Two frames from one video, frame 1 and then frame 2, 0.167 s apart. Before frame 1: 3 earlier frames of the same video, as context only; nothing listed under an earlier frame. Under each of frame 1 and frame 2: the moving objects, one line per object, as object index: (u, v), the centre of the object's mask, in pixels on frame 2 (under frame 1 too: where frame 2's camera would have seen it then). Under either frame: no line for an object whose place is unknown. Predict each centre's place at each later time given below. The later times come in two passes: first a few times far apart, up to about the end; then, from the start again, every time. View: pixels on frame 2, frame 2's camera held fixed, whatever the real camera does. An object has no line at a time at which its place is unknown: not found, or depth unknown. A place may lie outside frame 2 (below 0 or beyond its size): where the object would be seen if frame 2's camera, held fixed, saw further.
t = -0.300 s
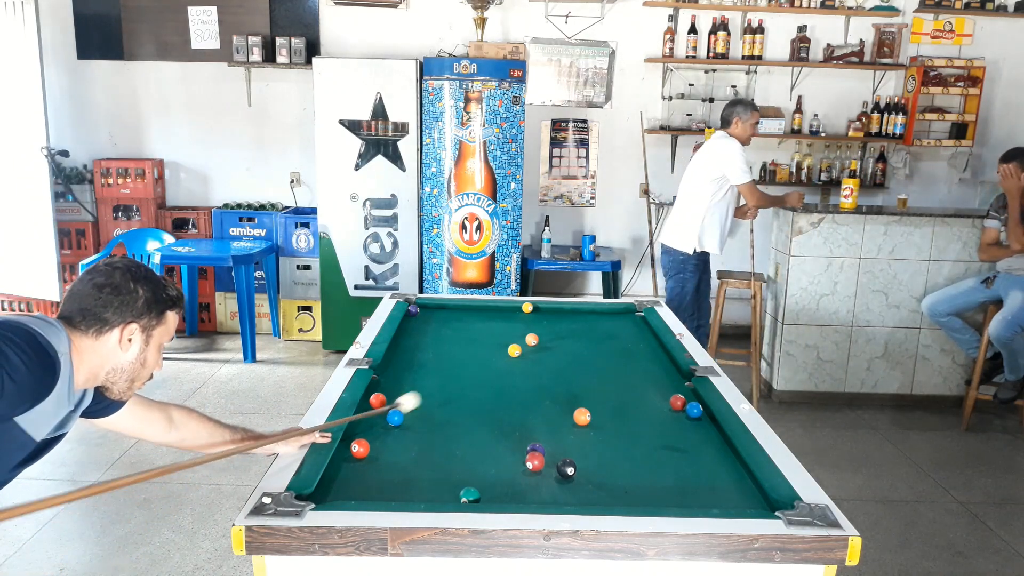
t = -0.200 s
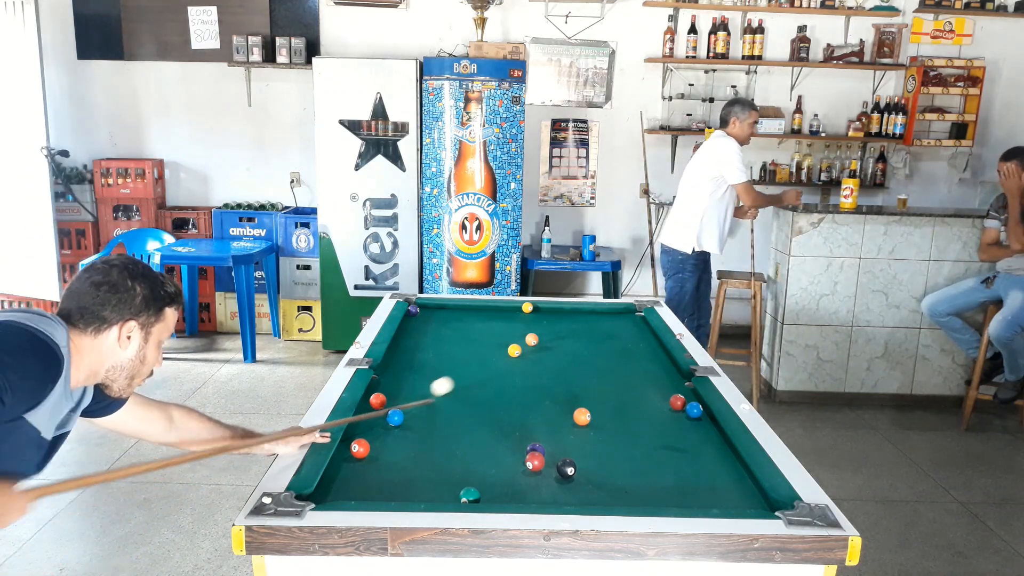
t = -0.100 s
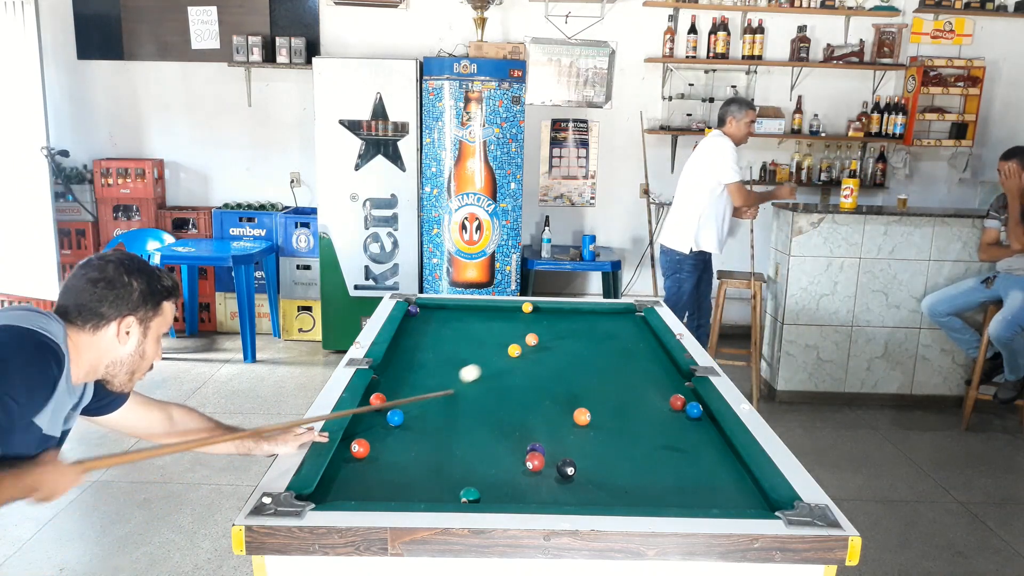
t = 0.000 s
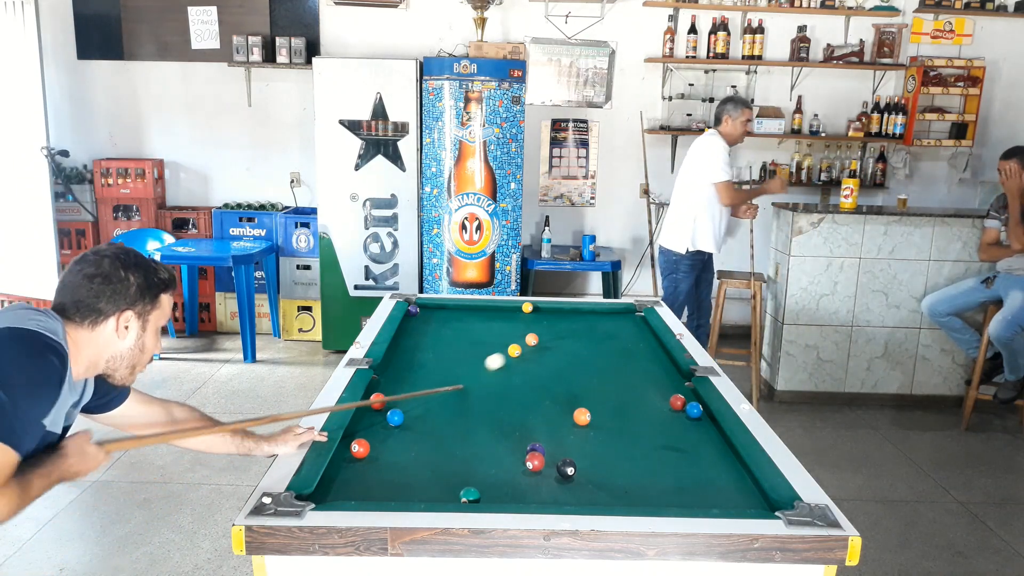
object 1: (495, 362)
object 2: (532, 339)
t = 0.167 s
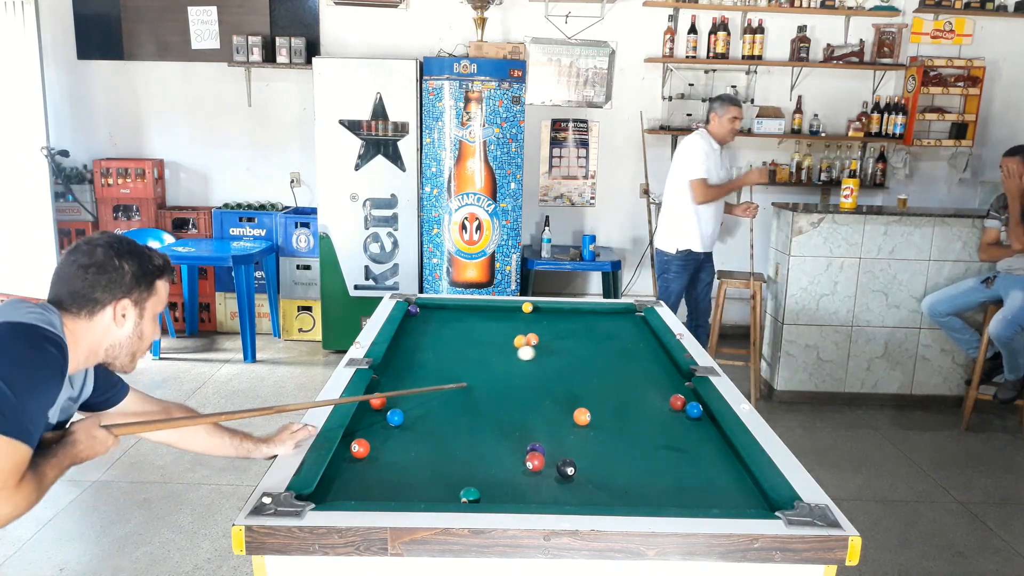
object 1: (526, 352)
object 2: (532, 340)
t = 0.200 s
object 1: (531, 352)
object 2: (535, 339)
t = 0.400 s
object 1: (562, 348)
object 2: (556, 335)
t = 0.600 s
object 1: (591, 344)
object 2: (575, 332)
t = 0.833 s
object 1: (621, 339)
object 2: (595, 328)
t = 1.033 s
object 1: (646, 336)
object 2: (610, 325)
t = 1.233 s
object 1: (639, 333)
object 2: (625, 323)
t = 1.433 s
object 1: (623, 331)
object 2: (638, 320)
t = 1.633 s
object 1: (609, 328)
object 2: (636, 319)
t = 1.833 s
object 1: (595, 326)
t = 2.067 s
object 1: (581, 324)
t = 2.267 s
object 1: (571, 323)
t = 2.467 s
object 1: (561, 321)
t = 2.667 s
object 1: (552, 320)
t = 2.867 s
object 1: (545, 319)
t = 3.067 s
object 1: (539, 318)
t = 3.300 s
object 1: (533, 317)
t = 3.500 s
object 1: (529, 317)
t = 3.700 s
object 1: (526, 316)
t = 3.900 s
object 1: (524, 316)
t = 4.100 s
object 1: (524, 316)
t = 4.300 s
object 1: (524, 316)
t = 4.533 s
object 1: (524, 316)
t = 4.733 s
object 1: (524, 316)
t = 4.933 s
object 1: (524, 316)
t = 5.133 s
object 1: (524, 316)
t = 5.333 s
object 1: (524, 316)
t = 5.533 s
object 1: (524, 316)
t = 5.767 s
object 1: (524, 316)
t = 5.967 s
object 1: (524, 316)
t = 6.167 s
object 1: (524, 316)
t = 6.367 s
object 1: (524, 316)
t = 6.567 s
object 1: (524, 316)
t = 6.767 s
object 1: (524, 316)
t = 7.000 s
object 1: (524, 316)
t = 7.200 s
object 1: (524, 316)
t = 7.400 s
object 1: (524, 316)
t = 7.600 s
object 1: (524, 316)
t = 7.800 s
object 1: (524, 316)
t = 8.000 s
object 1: (524, 316)
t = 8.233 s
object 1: (524, 316)
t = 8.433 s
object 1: (524, 316)
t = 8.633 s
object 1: (524, 316)
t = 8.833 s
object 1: (524, 316)
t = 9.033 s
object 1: (524, 316)
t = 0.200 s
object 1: (531, 352)
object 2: (535, 339)
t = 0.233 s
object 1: (537, 351)
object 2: (539, 338)
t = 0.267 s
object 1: (542, 351)
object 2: (543, 337)
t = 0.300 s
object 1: (547, 350)
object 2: (546, 337)
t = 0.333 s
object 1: (552, 349)
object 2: (549, 336)
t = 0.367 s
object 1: (557, 348)
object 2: (553, 335)
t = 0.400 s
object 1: (562, 348)
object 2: (556, 335)
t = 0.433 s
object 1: (567, 347)
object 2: (559, 334)
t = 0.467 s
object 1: (572, 346)
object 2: (562, 334)
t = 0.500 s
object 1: (577, 346)
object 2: (565, 333)
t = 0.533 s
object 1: (581, 345)
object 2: (569, 333)
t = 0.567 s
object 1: (586, 344)
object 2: (572, 332)
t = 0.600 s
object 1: (591, 344)
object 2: (575, 332)
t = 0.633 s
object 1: (595, 343)
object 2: (578, 331)
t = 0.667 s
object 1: (600, 342)
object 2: (581, 331)
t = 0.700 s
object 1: (604, 342)
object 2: (584, 330)
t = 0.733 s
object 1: (609, 341)
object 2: (587, 330)
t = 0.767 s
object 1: (613, 341)
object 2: (589, 329)
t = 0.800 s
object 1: (617, 340)
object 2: (592, 328)
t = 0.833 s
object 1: (621, 339)
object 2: (595, 328)
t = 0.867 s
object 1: (626, 339)
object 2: (598, 328)
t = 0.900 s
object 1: (630, 338)
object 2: (600, 327)
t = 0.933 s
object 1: (634, 338)
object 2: (603, 327)
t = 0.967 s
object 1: (638, 337)
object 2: (605, 326)
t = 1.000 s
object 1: (642, 336)
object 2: (608, 326)
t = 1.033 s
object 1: (646, 336)
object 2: (610, 325)
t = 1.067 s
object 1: (650, 335)
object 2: (613, 325)
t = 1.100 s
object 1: (650, 335)
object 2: (615, 324)
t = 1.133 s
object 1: (648, 334)
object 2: (618, 324)
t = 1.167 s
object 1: (645, 334)
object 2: (620, 323)
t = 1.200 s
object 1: (642, 334)
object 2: (622, 323)
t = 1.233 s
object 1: (639, 333)
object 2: (625, 323)
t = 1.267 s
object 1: (636, 333)
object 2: (627, 322)
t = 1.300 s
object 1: (634, 332)
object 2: (629, 321)
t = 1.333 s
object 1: (631, 332)
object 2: (632, 321)
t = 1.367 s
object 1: (628, 331)
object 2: (634, 321)
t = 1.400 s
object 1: (626, 331)
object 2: (636, 321)
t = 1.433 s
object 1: (623, 331)
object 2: (638, 320)
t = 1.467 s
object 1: (621, 330)
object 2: (640, 320)
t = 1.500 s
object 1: (618, 330)
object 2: (641, 320)
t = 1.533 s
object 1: (616, 329)
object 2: (640, 319)
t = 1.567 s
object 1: (613, 329)
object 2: (638, 319)
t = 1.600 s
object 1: (611, 329)
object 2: (637, 318)
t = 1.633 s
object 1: (609, 328)
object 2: (636, 319)
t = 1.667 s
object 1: (606, 328)
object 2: (634, 318)
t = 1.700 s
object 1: (604, 328)
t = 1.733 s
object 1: (602, 327)
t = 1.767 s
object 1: (600, 327)
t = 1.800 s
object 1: (598, 327)
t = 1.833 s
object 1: (595, 326)
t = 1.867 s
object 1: (593, 326)
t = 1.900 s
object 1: (591, 326)
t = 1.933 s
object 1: (589, 325)
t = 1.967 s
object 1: (587, 325)
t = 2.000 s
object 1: (585, 325)
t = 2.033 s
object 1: (583, 324)
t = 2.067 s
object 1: (581, 324)
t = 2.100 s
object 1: (579, 324)
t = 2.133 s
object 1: (578, 324)
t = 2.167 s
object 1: (576, 323)
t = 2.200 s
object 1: (574, 323)
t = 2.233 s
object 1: (572, 323)
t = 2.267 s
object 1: (571, 323)
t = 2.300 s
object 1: (569, 322)
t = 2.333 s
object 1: (567, 322)
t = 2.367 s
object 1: (566, 322)
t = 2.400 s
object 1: (564, 322)
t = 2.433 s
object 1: (563, 321)
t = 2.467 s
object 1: (561, 321)
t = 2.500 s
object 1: (560, 321)
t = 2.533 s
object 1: (558, 321)
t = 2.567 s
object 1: (557, 320)
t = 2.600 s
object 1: (555, 320)
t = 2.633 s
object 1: (554, 320)
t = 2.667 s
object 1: (552, 320)
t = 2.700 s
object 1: (551, 320)
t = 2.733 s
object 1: (550, 319)
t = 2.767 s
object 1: (549, 319)
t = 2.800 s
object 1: (547, 319)
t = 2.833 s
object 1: (546, 319)
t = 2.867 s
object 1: (545, 319)
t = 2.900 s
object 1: (544, 319)
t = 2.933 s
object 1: (543, 318)
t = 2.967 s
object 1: (542, 318)
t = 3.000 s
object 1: (541, 318)
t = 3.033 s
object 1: (540, 318)
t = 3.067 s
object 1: (539, 318)
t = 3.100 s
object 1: (538, 318)
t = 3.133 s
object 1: (537, 318)
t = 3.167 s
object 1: (536, 318)
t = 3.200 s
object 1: (535, 317)
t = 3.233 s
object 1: (534, 317)
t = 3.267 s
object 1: (534, 317)
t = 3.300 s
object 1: (533, 317)
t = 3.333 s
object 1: (532, 317)
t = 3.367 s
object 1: (531, 317)
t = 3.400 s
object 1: (531, 317)
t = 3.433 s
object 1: (530, 317)
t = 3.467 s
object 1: (529, 317)
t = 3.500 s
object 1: (529, 317)
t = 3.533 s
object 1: (528, 317)
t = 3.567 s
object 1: (528, 316)
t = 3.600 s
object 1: (527, 316)
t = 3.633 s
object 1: (527, 316)
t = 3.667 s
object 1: (526, 316)
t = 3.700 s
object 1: (526, 316)
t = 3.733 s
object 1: (526, 316)
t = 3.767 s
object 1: (525, 316)
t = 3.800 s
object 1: (525, 316)
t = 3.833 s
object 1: (525, 316)
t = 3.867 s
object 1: (524, 316)
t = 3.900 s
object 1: (524, 316)
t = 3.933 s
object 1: (524, 316)
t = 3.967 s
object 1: (524, 316)
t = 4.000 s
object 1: (524, 316)
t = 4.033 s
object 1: (524, 316)
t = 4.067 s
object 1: (524, 316)
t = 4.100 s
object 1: (524, 316)
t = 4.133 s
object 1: (524, 316)
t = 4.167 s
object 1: (524, 316)
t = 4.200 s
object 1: (524, 316)
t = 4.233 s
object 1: (524, 316)
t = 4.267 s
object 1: (524, 316)
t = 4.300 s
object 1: (524, 316)
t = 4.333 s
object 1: (524, 316)
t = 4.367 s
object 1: (524, 316)
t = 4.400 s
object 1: (524, 316)
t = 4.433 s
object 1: (524, 316)
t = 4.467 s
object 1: (524, 316)
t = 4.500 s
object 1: (524, 316)
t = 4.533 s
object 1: (524, 316)
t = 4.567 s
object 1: (524, 316)
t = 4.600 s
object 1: (524, 316)
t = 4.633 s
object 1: (524, 316)
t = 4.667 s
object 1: (524, 316)
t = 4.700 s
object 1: (524, 316)
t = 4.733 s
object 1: (524, 316)
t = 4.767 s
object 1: (524, 316)
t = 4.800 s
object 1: (524, 316)
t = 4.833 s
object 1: (524, 316)
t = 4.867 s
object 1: (524, 316)
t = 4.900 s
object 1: (524, 316)
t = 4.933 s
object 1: (524, 316)
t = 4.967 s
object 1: (524, 316)
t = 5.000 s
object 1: (524, 316)
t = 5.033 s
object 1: (524, 316)
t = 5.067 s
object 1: (524, 316)
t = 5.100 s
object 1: (524, 316)
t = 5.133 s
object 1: (524, 316)
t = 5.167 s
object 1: (524, 316)
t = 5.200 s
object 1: (524, 316)
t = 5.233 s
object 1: (524, 316)
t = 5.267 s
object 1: (524, 316)
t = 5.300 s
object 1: (524, 316)
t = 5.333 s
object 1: (524, 316)
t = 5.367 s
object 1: (524, 316)
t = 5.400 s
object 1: (524, 316)
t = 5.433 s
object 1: (524, 316)
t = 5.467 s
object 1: (524, 316)
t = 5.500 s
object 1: (524, 316)
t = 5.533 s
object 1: (524, 316)
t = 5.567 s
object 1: (524, 316)
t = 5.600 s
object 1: (524, 316)
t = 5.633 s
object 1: (524, 316)
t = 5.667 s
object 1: (524, 316)
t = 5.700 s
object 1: (524, 316)
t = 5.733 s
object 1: (524, 316)
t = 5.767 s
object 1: (524, 316)
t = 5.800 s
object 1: (524, 316)
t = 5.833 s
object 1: (524, 316)
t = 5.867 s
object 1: (524, 316)
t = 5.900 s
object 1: (524, 316)
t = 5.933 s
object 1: (524, 316)
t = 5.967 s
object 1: (524, 316)
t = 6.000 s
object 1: (524, 316)
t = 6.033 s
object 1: (524, 316)
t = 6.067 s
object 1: (524, 316)
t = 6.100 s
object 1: (524, 316)
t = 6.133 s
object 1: (524, 316)
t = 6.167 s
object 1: (524, 316)
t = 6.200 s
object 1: (524, 316)
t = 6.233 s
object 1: (524, 316)
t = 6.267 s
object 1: (524, 316)
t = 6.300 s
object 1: (524, 316)
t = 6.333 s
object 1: (524, 316)
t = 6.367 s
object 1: (524, 316)
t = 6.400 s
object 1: (524, 316)
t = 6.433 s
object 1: (524, 316)
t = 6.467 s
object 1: (524, 316)
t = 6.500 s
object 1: (524, 316)
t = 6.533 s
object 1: (524, 316)
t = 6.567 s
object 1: (524, 316)
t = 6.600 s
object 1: (524, 316)
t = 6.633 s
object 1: (524, 316)
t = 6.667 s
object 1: (524, 316)
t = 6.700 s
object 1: (524, 316)
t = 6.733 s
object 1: (524, 316)
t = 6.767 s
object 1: (524, 316)
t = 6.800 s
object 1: (524, 316)
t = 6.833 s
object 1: (524, 316)
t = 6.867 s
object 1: (524, 316)
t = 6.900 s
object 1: (524, 316)
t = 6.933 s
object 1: (524, 316)
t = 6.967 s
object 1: (524, 316)
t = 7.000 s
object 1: (524, 316)
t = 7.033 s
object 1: (524, 316)
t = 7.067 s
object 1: (524, 316)
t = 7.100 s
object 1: (524, 316)
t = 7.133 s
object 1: (524, 316)
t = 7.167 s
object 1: (524, 316)
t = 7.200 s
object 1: (524, 316)
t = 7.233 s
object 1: (524, 316)
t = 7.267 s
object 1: (524, 316)
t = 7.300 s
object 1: (524, 316)
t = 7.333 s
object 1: (524, 316)
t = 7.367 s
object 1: (524, 316)
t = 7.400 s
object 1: (524, 316)
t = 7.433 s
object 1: (524, 316)
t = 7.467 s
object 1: (524, 316)
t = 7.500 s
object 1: (524, 316)
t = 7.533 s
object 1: (524, 316)
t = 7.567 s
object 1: (524, 316)
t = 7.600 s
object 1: (524, 316)
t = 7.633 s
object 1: (524, 316)
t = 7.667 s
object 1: (524, 316)
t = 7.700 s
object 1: (524, 316)
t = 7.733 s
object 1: (524, 316)
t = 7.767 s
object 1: (524, 316)
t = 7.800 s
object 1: (524, 316)
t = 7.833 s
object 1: (524, 316)
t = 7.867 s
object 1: (524, 316)
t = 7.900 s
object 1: (524, 316)
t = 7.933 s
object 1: (524, 316)
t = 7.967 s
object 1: (524, 316)
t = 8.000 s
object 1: (524, 316)
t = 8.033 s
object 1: (524, 316)
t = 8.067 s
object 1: (524, 316)
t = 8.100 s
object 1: (524, 316)
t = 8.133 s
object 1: (524, 316)
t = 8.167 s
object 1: (524, 316)
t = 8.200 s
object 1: (524, 316)
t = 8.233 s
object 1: (524, 316)
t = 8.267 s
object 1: (524, 316)
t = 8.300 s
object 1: (524, 316)
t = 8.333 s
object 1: (524, 316)
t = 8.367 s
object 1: (524, 316)
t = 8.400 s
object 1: (524, 316)
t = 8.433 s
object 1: (524, 316)
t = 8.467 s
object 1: (524, 316)
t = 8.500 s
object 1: (524, 316)
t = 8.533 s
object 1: (524, 316)
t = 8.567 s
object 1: (524, 316)
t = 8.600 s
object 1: (524, 316)
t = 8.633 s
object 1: (524, 316)
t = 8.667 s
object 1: (524, 316)
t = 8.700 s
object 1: (524, 316)
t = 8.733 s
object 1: (524, 316)
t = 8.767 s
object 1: (524, 316)
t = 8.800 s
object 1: (524, 316)
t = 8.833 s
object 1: (524, 316)
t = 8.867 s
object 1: (524, 316)
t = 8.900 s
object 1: (524, 316)
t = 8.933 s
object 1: (524, 316)
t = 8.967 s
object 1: (524, 316)
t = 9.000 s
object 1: (524, 316)
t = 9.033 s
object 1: (524, 316)
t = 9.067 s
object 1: (524, 316)
